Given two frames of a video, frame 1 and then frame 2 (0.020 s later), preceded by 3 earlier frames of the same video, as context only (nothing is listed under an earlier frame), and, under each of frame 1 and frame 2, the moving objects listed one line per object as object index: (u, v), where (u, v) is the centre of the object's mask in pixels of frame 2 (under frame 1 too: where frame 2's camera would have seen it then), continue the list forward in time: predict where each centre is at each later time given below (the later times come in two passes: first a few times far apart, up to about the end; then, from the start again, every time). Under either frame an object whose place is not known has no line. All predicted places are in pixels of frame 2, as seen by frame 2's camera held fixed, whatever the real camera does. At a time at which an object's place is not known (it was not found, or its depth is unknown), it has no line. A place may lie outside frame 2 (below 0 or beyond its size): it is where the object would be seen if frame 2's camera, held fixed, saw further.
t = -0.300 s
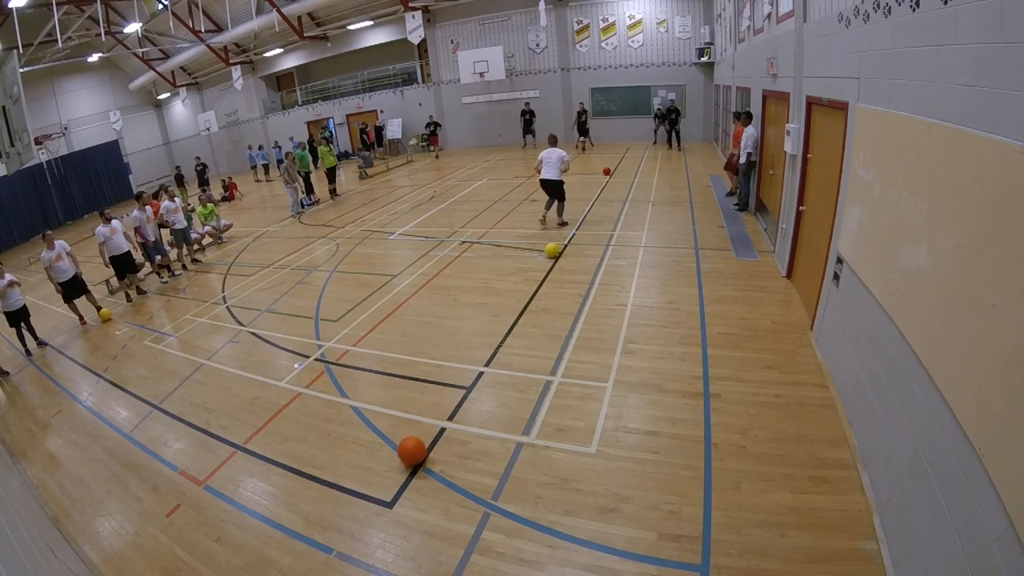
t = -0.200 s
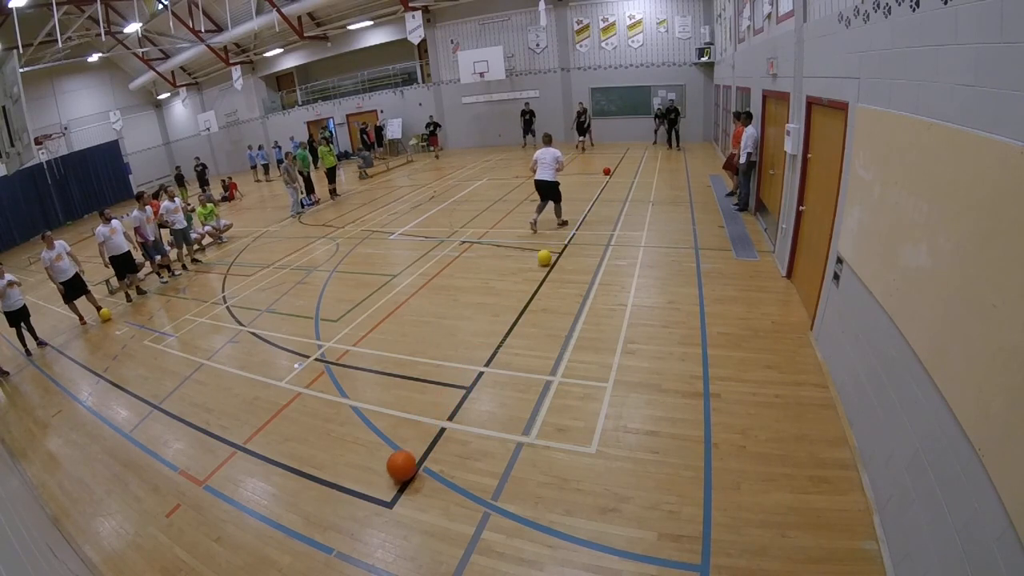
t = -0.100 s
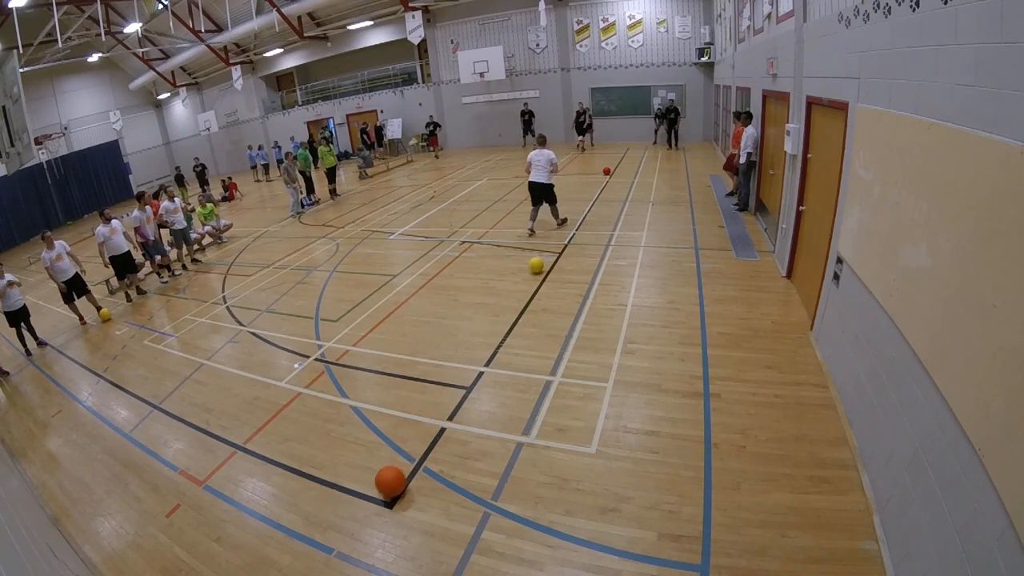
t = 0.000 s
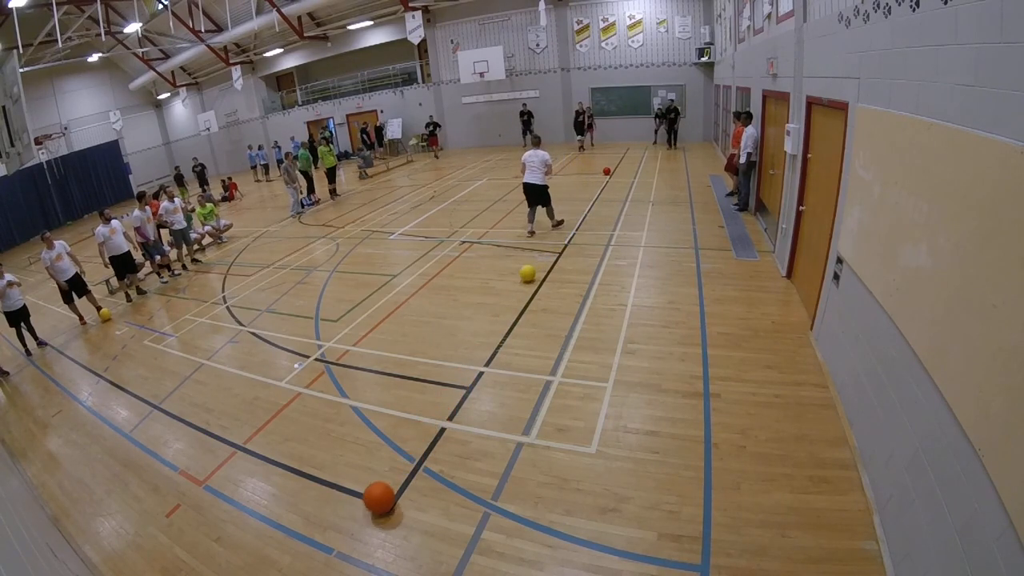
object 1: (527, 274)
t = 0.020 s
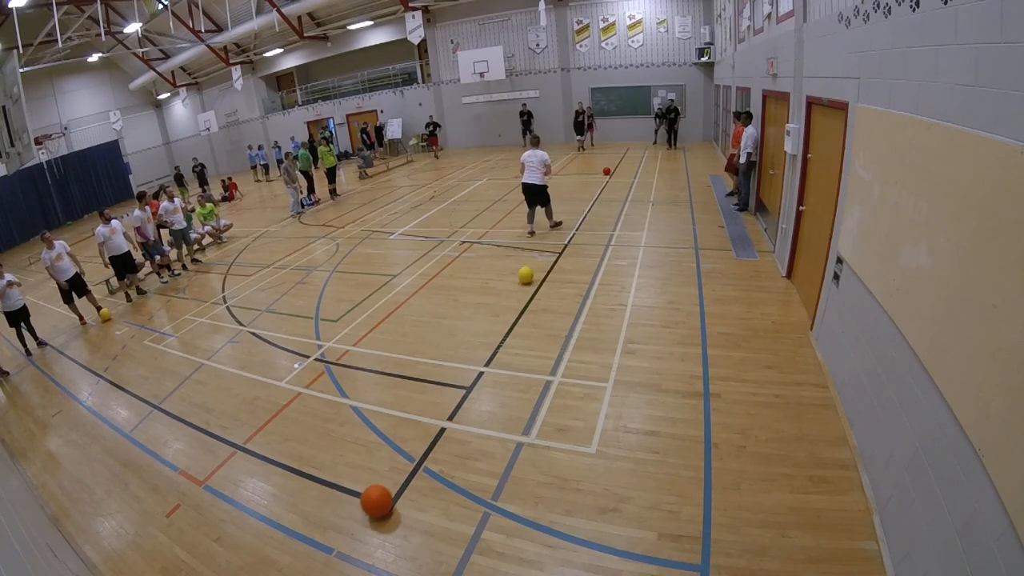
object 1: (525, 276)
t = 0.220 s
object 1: (506, 293)
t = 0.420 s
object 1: (485, 313)
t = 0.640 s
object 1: (459, 338)
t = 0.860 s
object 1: (429, 365)
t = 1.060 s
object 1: (397, 395)
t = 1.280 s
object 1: (358, 431)
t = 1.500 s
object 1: (314, 470)
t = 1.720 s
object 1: (267, 513)
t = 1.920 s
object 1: (223, 551)
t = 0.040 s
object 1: (523, 277)
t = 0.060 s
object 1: (521, 280)
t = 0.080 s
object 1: (520, 281)
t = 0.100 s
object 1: (518, 282)
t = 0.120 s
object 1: (516, 284)
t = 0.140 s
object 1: (514, 286)
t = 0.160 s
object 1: (512, 288)
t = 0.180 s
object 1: (510, 290)
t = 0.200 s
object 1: (508, 292)
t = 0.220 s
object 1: (506, 293)
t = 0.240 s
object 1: (504, 295)
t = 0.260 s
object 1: (502, 297)
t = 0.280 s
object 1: (500, 299)
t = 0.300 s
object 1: (498, 301)
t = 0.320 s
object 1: (496, 303)
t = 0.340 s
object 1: (494, 305)
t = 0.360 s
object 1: (492, 307)
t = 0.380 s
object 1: (489, 309)
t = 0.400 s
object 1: (487, 311)
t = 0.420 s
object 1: (485, 313)
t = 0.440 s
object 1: (483, 315)
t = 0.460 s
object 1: (481, 318)
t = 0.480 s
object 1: (478, 320)
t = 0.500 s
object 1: (476, 322)
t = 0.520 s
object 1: (473, 325)
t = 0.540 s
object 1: (471, 327)
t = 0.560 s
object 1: (469, 329)
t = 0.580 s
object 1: (466, 331)
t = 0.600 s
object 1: (463, 334)
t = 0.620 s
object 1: (461, 336)
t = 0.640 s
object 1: (459, 338)
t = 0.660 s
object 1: (456, 341)
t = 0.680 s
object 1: (453, 343)
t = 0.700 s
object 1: (451, 345)
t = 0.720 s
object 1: (448, 348)
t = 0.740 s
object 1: (445, 350)
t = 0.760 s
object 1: (443, 353)
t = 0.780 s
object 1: (440, 356)
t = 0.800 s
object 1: (437, 358)
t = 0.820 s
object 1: (434, 361)
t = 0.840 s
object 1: (431, 363)
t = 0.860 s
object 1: (429, 365)
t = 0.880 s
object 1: (425, 369)
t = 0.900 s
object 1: (422, 371)
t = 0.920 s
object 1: (419, 374)
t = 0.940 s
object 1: (416, 377)
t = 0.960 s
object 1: (413, 380)
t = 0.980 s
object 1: (410, 383)
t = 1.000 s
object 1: (407, 386)
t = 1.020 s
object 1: (404, 389)
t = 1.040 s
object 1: (400, 392)
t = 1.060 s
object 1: (397, 395)
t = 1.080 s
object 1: (394, 398)
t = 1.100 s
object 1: (390, 401)
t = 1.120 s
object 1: (387, 404)
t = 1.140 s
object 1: (383, 407)
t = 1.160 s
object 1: (380, 410)
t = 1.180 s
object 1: (377, 414)
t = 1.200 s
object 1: (373, 417)
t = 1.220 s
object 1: (369, 421)
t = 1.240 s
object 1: (365, 424)
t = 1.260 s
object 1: (362, 428)
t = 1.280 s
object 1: (358, 431)
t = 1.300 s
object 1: (354, 434)
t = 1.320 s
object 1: (350, 438)
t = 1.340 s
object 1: (346, 441)
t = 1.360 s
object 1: (343, 444)
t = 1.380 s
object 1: (339, 448)
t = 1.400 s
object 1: (335, 452)
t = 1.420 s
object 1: (331, 456)
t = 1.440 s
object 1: (327, 459)
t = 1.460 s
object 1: (323, 463)
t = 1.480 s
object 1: (318, 466)
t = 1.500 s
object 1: (314, 470)
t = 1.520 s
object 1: (310, 473)
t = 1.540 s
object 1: (306, 478)
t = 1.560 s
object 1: (302, 482)
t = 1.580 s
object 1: (298, 485)
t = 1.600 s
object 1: (294, 489)
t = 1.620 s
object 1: (289, 493)
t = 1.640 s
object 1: (285, 497)
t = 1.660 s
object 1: (280, 501)
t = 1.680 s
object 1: (276, 505)
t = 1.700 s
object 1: (272, 508)
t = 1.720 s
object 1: (267, 513)
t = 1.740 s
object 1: (263, 517)
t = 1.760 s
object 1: (259, 520)
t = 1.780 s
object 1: (254, 524)
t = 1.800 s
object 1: (250, 528)
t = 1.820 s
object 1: (245, 532)
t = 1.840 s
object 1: (240, 536)
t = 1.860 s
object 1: (236, 540)
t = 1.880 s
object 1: (231, 544)
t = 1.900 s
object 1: (227, 548)
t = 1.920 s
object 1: (223, 551)
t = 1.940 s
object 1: (218, 555)
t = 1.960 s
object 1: (213, 559)
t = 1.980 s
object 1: (209, 561)
